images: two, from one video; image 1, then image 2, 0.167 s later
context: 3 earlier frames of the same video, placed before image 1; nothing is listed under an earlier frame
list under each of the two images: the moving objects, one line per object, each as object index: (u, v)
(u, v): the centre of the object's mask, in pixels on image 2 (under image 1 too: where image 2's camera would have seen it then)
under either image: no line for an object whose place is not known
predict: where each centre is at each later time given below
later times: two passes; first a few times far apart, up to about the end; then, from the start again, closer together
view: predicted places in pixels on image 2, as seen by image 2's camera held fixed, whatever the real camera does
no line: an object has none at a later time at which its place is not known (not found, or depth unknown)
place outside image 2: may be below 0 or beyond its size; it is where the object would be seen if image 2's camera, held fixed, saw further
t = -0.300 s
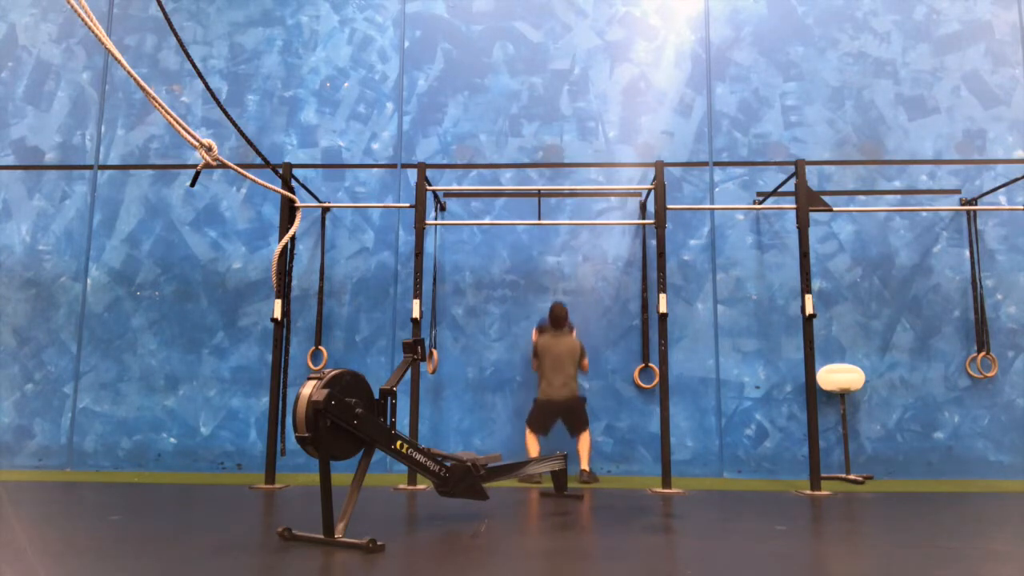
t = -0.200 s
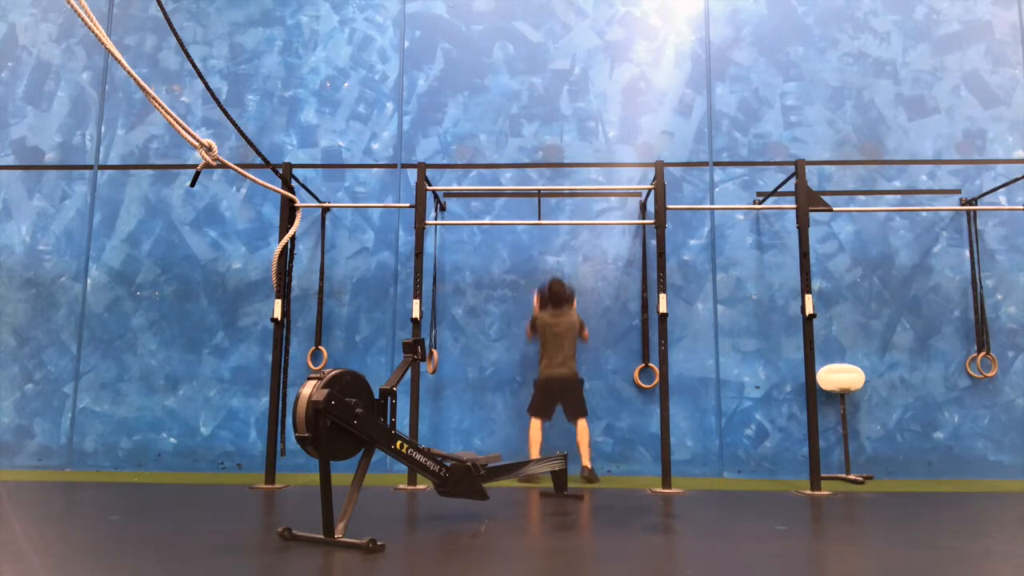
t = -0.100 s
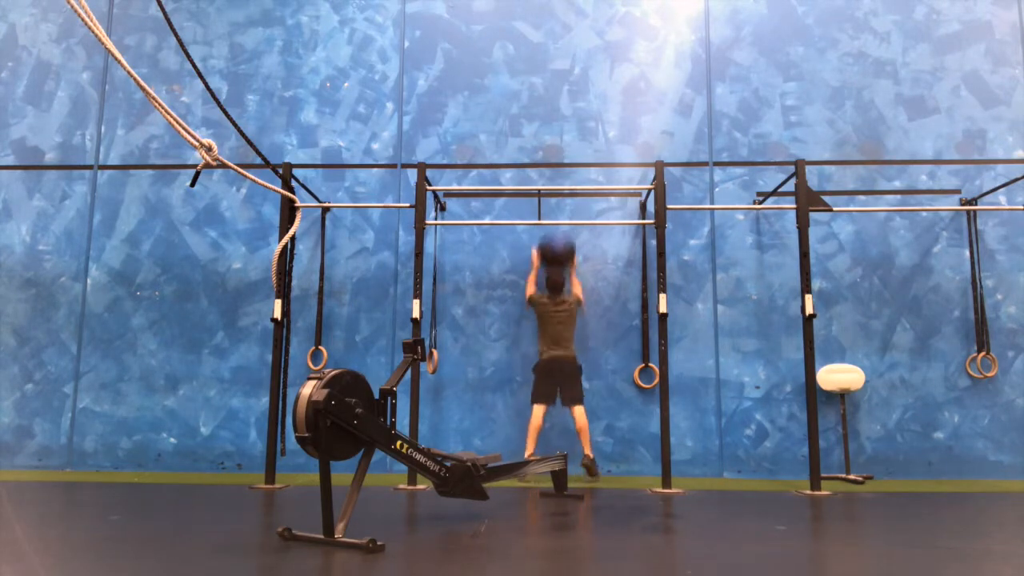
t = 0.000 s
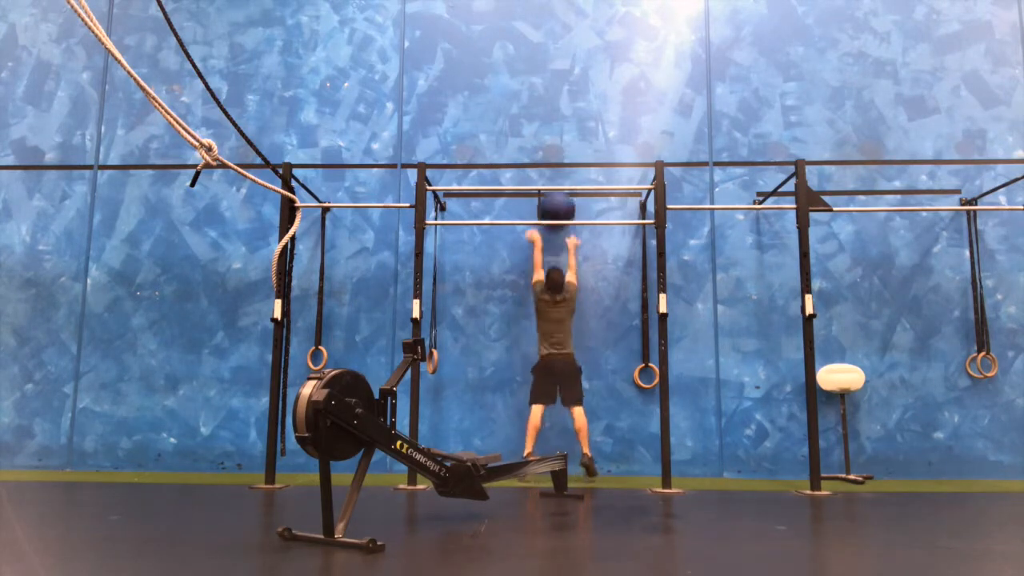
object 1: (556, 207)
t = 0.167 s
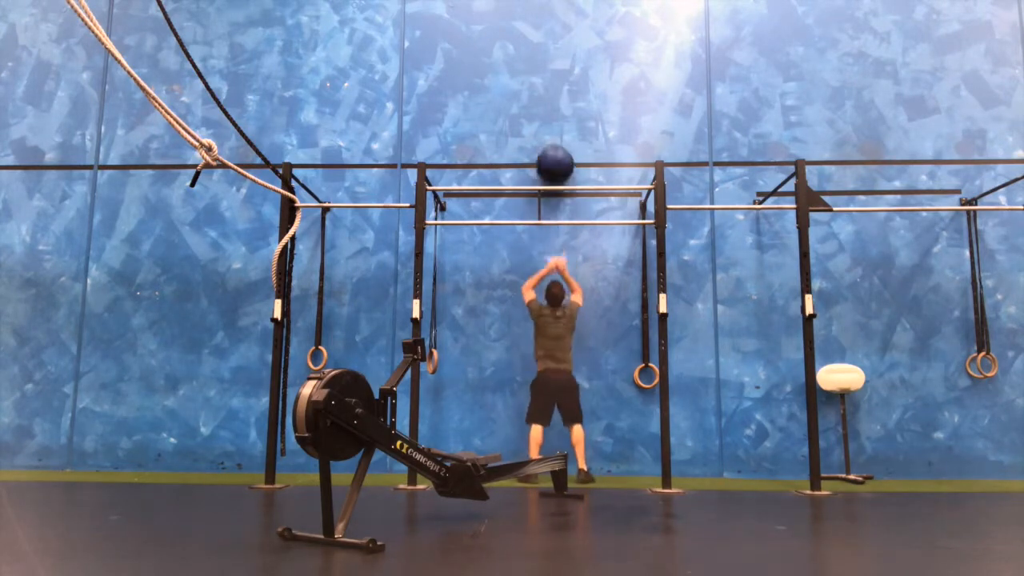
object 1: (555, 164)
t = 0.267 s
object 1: (554, 151)
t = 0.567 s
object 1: (554, 161)
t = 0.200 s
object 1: (555, 159)
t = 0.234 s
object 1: (554, 153)
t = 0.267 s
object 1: (554, 151)
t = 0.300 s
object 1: (554, 149)
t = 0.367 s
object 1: (554, 149)
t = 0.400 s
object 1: (554, 149)
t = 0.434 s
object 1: (554, 149)
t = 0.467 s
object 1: (554, 150)
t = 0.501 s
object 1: (554, 152)
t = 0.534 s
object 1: (554, 156)
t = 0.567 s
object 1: (554, 161)
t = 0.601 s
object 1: (554, 166)
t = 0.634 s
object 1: (553, 168)
